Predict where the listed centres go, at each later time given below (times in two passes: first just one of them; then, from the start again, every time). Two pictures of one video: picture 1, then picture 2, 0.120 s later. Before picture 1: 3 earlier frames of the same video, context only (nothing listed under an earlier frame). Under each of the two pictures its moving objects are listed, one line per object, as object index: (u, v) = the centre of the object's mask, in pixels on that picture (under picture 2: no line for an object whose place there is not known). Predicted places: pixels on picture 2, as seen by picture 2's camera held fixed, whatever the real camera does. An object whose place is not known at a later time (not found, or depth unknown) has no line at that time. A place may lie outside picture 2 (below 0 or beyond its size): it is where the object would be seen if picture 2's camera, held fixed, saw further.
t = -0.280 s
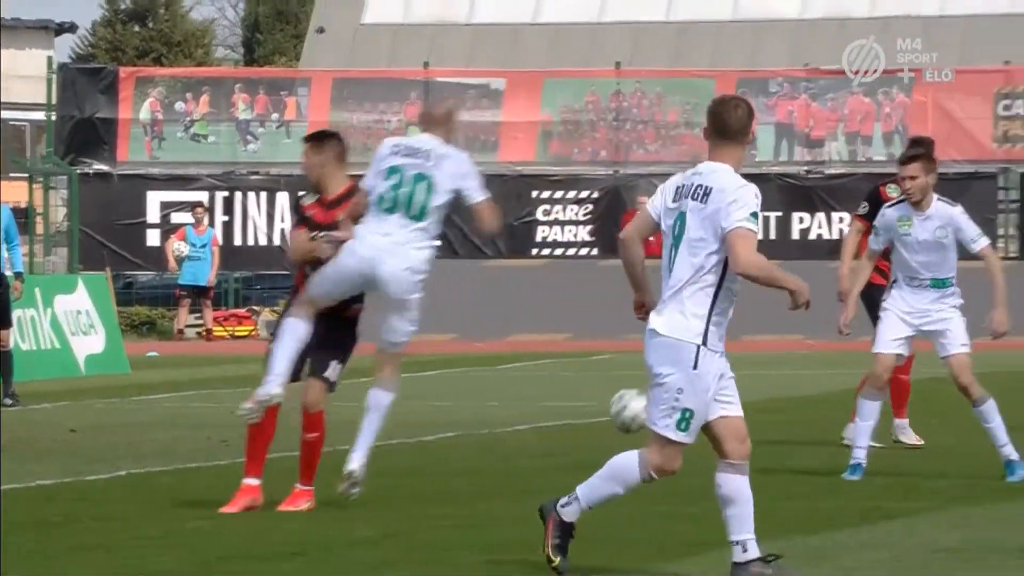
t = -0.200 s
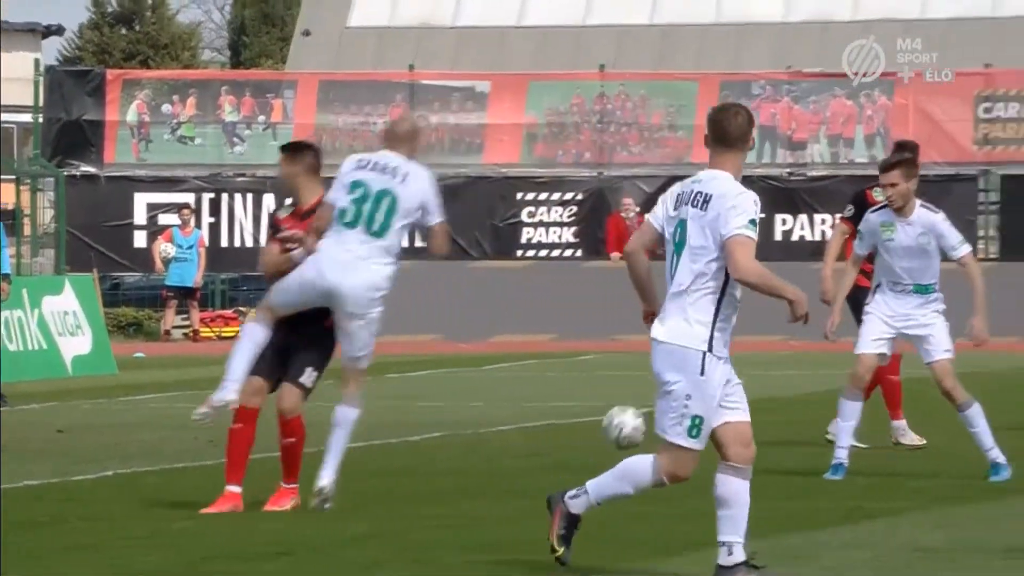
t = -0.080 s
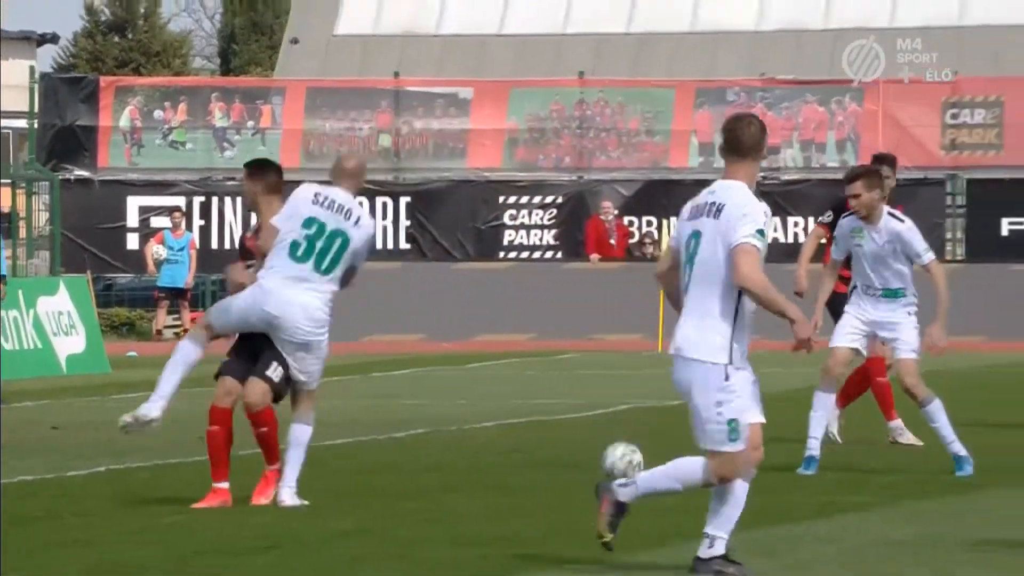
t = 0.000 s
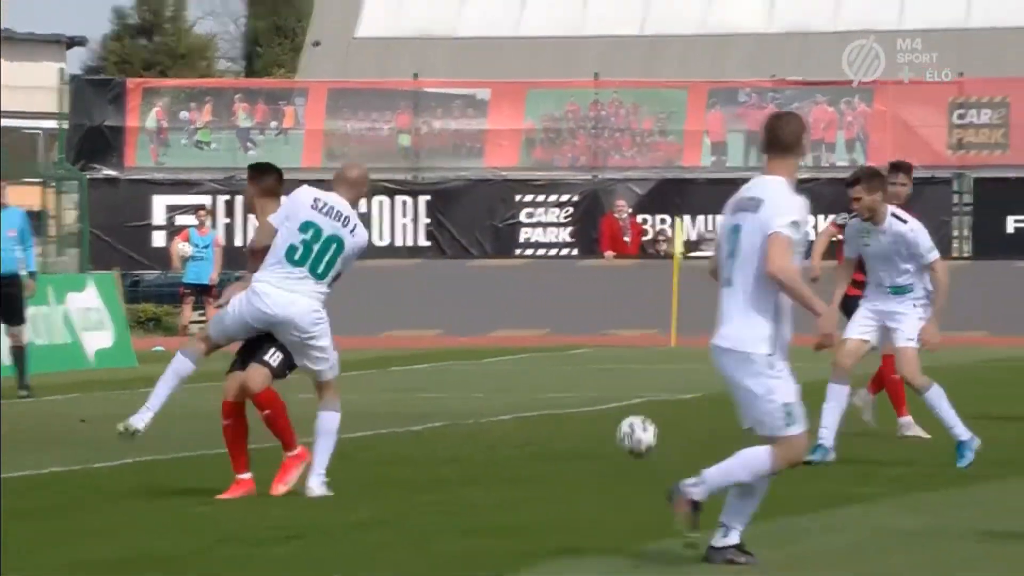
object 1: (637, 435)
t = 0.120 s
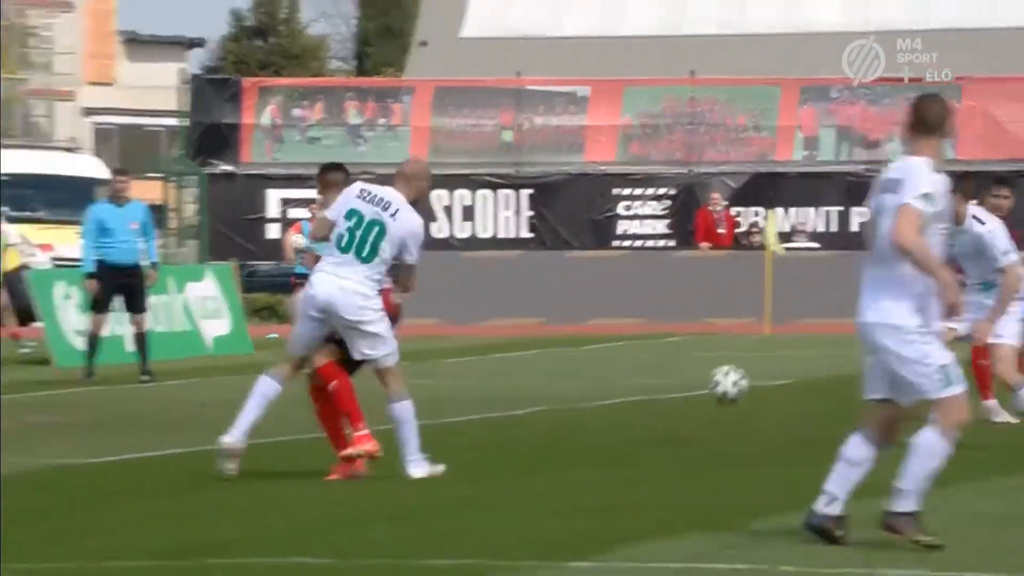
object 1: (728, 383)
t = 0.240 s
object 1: (724, 361)
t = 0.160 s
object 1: (726, 375)
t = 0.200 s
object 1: (726, 367)
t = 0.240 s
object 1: (724, 361)
